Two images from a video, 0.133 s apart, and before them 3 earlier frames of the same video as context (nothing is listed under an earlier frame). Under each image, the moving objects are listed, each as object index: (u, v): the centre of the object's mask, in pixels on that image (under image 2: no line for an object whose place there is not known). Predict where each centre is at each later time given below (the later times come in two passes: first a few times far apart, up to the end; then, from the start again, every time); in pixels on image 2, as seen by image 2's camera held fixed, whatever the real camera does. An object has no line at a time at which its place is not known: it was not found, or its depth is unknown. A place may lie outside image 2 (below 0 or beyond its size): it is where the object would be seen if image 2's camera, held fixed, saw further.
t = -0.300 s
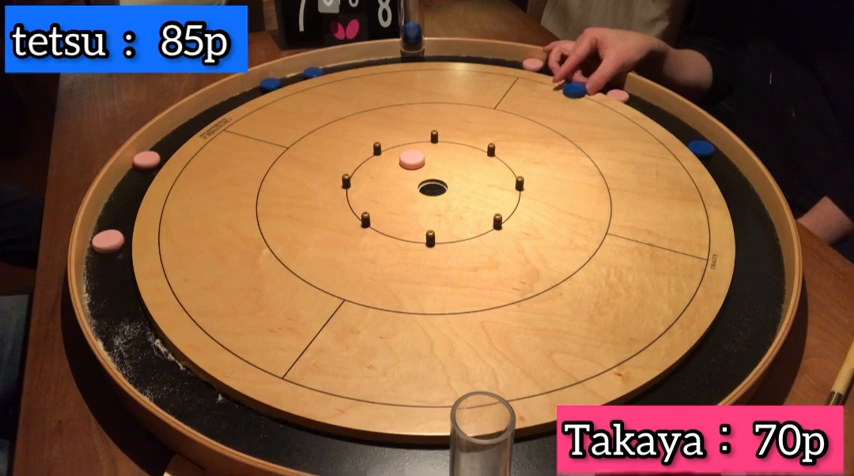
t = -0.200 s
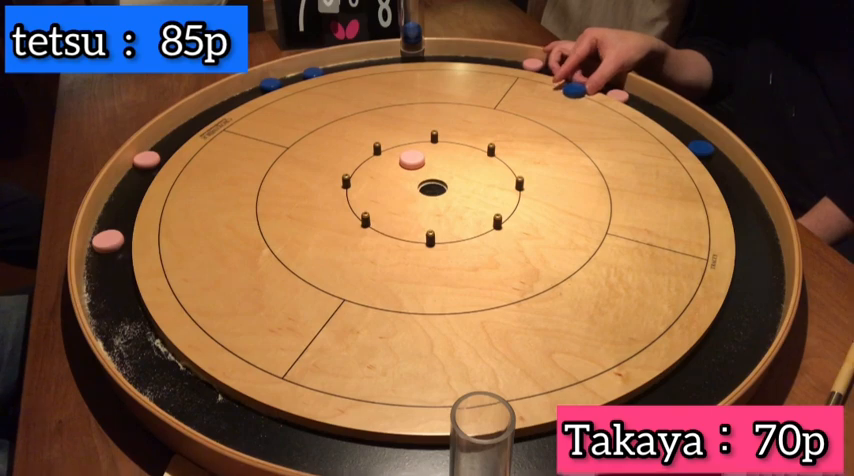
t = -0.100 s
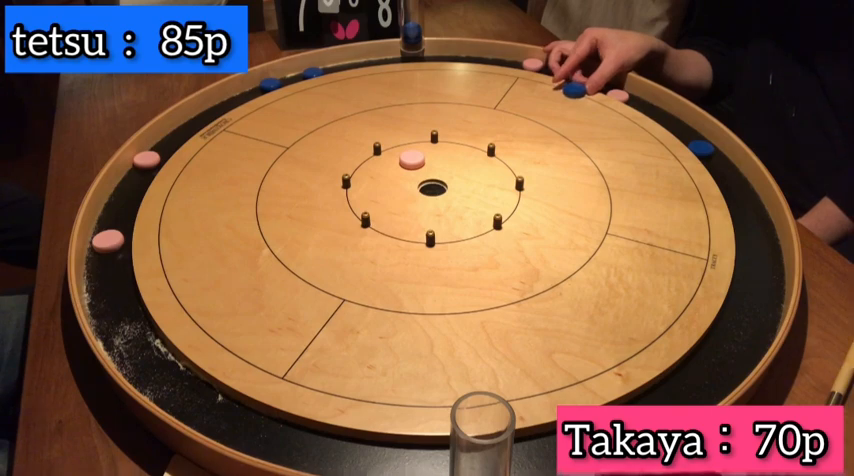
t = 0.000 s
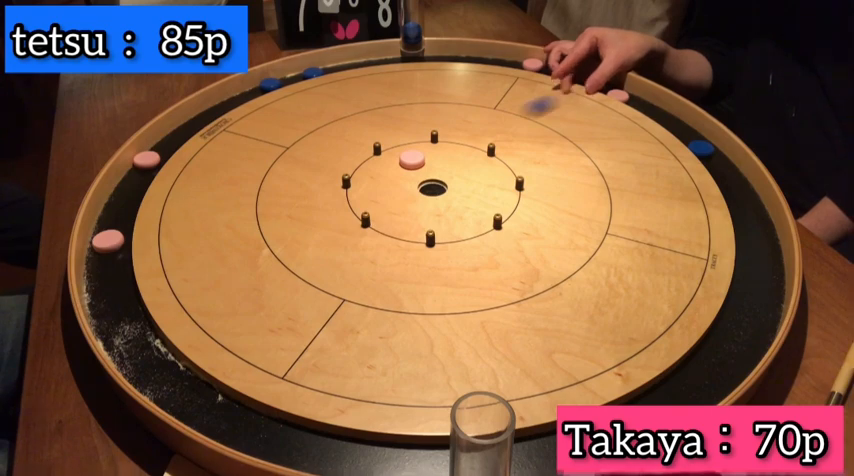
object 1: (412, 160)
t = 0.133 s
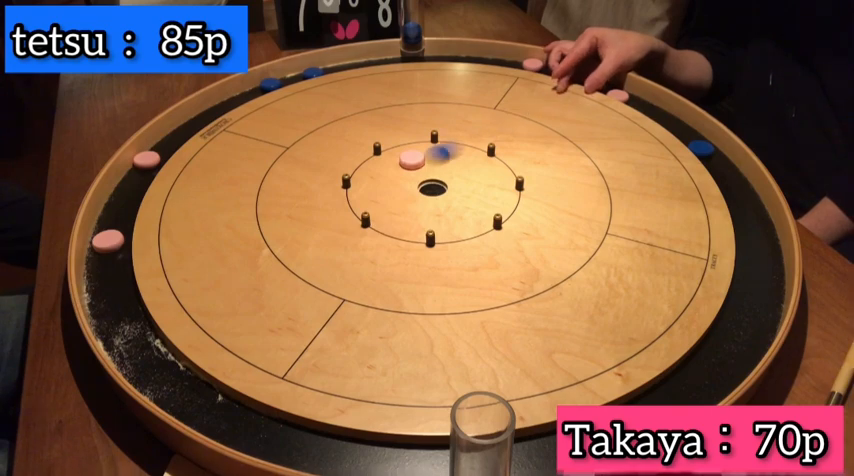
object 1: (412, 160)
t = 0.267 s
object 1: (355, 155)
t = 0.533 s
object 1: (363, 97)
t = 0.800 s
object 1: (368, 72)
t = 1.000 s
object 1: (368, 68)
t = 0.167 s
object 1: (391, 165)
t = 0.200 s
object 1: (366, 172)
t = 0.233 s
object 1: (354, 166)
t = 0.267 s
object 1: (355, 155)
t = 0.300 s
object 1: (356, 146)
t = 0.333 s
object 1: (357, 137)
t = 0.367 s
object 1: (358, 128)
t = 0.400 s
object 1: (360, 122)
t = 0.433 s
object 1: (360, 114)
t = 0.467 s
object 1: (361, 108)
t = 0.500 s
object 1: (362, 103)
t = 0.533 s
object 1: (363, 97)
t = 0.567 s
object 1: (363, 93)
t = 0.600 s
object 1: (364, 89)
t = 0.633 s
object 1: (365, 85)
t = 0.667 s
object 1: (365, 82)
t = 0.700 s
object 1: (366, 80)
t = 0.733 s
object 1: (366, 77)
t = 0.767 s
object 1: (367, 75)
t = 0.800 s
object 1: (368, 72)
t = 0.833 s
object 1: (368, 71)
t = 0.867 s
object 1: (368, 70)
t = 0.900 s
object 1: (369, 69)
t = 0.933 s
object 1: (369, 69)
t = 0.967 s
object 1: (368, 68)
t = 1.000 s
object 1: (368, 68)
